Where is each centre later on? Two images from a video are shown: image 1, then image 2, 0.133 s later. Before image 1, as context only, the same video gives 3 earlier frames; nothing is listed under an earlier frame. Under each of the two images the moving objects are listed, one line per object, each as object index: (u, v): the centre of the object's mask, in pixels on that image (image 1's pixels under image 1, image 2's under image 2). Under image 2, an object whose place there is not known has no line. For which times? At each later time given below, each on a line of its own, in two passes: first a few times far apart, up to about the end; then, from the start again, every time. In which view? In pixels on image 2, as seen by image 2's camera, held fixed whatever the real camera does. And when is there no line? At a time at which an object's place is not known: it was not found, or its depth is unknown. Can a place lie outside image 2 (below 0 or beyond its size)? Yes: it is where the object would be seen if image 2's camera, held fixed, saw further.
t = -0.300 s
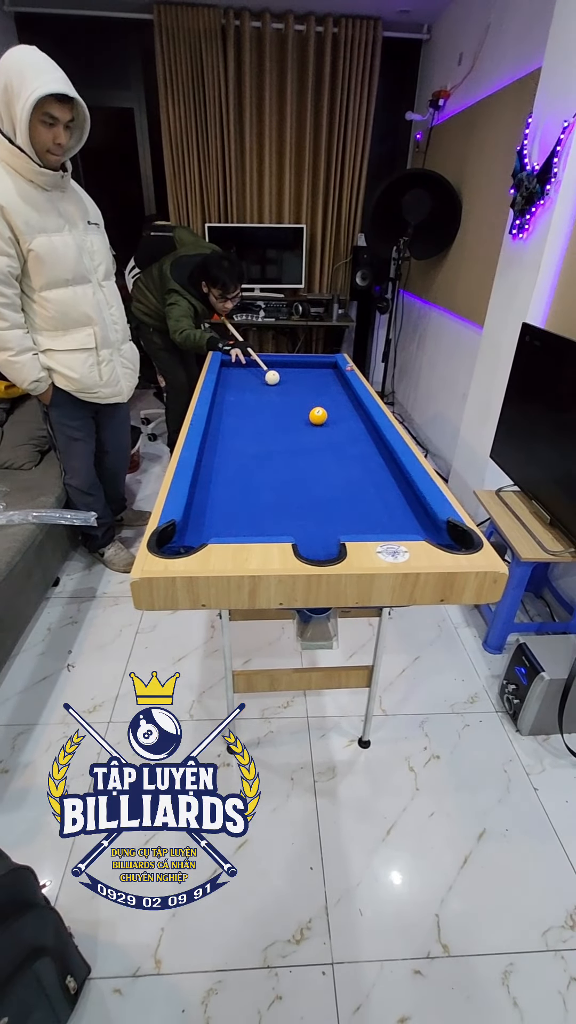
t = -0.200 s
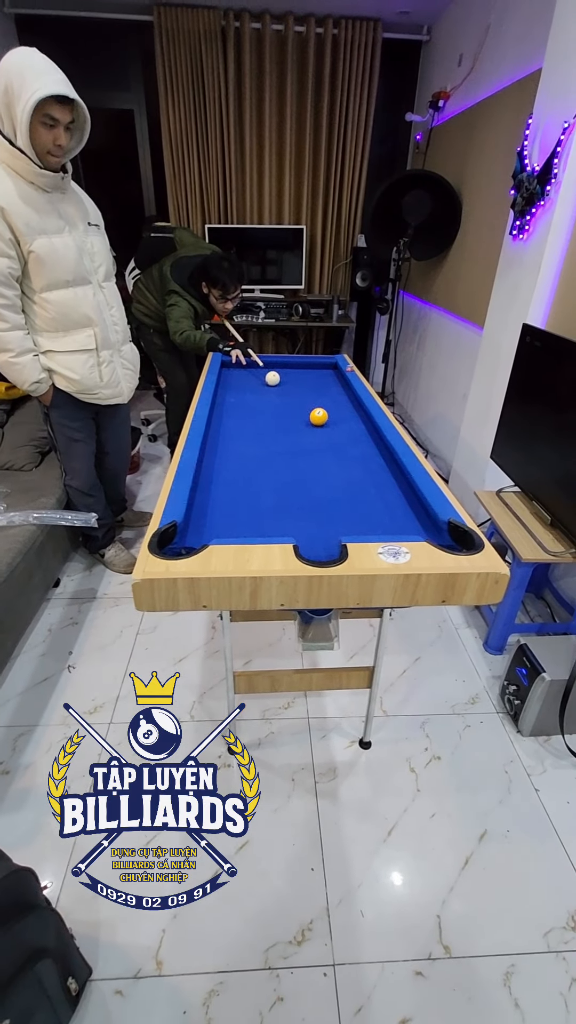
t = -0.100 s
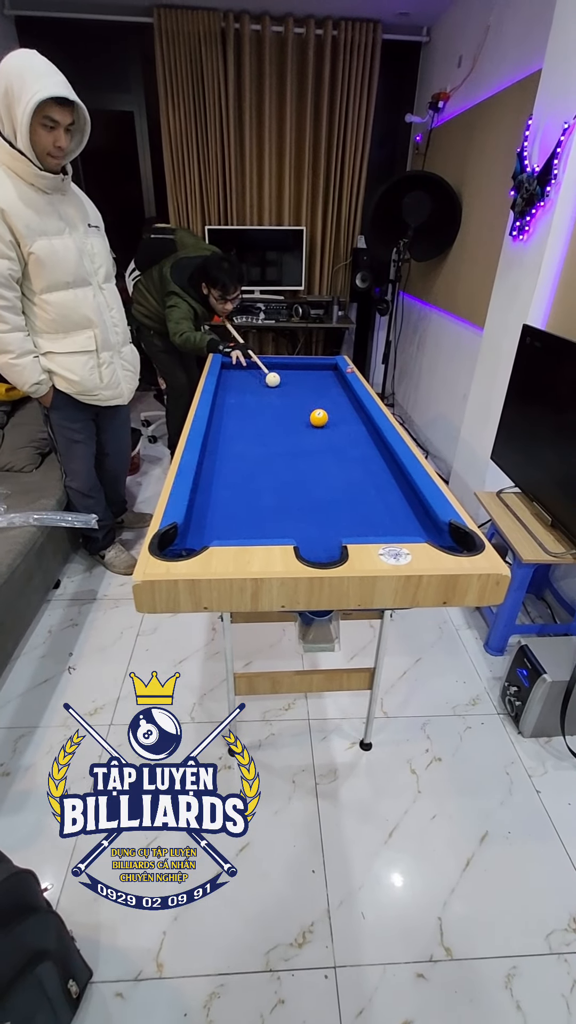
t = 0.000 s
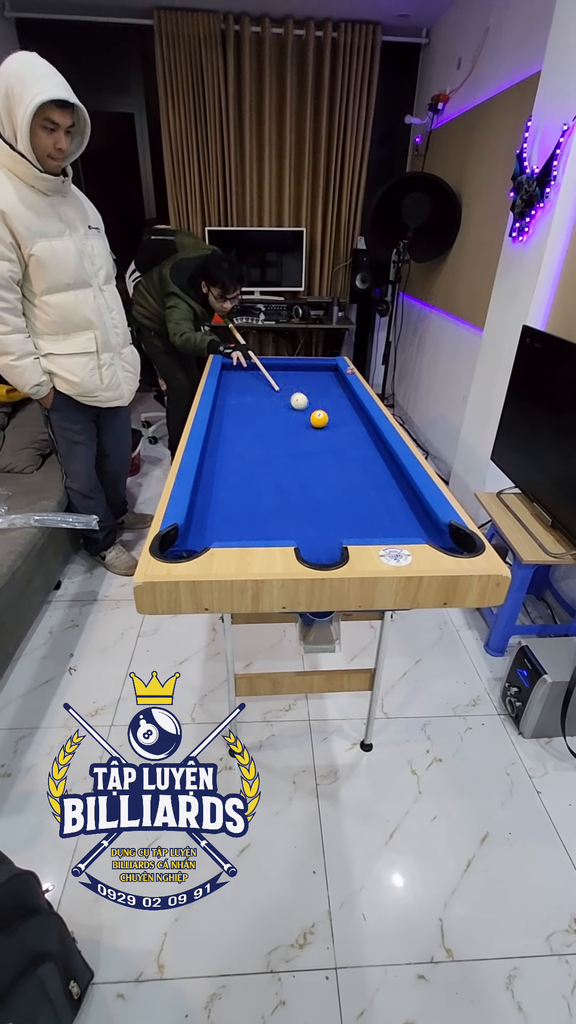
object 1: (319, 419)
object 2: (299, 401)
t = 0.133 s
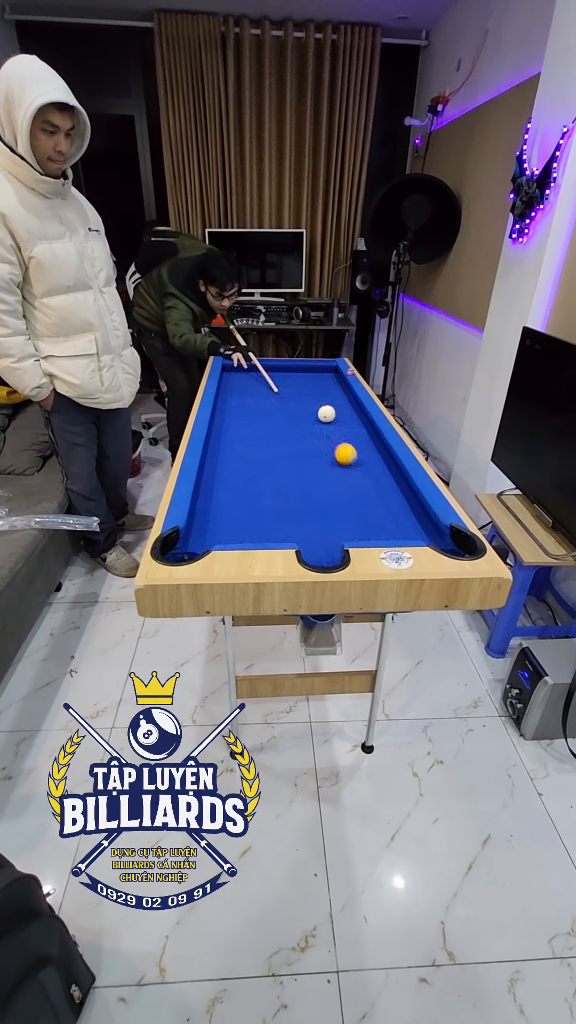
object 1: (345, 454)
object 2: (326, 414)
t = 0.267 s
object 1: (400, 525)
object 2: (339, 411)
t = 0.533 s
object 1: (369, 499)
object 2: (350, 406)
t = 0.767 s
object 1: (321, 474)
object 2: (339, 400)
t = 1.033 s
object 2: (328, 394)
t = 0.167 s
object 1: (357, 469)
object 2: (330, 413)
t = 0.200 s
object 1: (370, 486)
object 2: (333, 413)
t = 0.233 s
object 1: (384, 504)
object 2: (336, 412)
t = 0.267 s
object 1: (400, 525)
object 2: (339, 411)
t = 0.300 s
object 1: (419, 536)
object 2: (342, 411)
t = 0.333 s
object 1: (425, 531)
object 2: (345, 410)
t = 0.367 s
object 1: (420, 525)
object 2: (348, 409)
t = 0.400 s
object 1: (408, 518)
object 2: (351, 409)
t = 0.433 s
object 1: (397, 513)
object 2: (354, 408)
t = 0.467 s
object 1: (386, 508)
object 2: (354, 407)
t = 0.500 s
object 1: (377, 503)
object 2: (352, 407)
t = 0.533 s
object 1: (369, 499)
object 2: (350, 406)
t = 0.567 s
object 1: (361, 495)
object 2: (348, 405)
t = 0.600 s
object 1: (354, 491)
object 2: (346, 404)
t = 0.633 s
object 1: (347, 487)
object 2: (345, 403)
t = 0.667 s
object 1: (340, 484)
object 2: (343, 403)
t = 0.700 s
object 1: (334, 481)
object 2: (342, 402)
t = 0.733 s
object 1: (327, 477)
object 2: (340, 401)
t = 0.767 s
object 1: (321, 474)
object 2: (339, 400)
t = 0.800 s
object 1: (315, 471)
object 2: (337, 399)
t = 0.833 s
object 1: (309, 468)
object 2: (336, 399)
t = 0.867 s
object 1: (304, 465)
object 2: (335, 398)
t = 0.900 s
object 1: (298, 462)
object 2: (333, 397)
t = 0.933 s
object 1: (293, 459)
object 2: (332, 397)
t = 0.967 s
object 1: (288, 457)
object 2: (331, 396)
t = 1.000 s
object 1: (282, 454)
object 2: (329, 395)
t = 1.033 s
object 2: (328, 394)
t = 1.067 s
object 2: (327, 394)
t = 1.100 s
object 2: (326, 393)
